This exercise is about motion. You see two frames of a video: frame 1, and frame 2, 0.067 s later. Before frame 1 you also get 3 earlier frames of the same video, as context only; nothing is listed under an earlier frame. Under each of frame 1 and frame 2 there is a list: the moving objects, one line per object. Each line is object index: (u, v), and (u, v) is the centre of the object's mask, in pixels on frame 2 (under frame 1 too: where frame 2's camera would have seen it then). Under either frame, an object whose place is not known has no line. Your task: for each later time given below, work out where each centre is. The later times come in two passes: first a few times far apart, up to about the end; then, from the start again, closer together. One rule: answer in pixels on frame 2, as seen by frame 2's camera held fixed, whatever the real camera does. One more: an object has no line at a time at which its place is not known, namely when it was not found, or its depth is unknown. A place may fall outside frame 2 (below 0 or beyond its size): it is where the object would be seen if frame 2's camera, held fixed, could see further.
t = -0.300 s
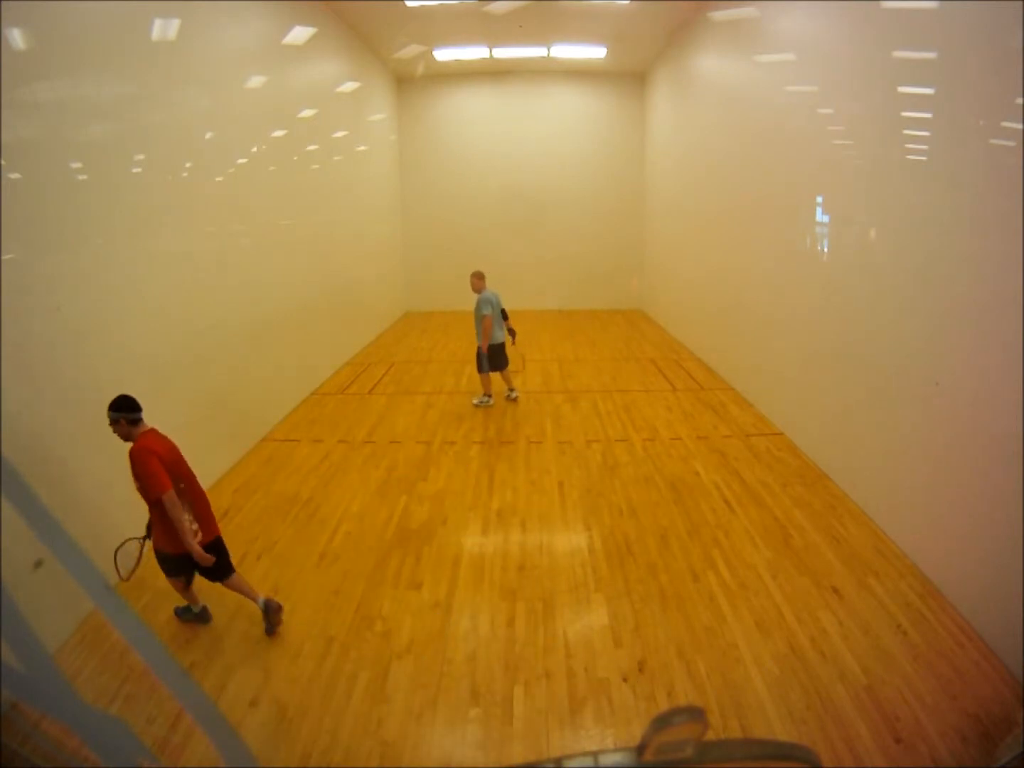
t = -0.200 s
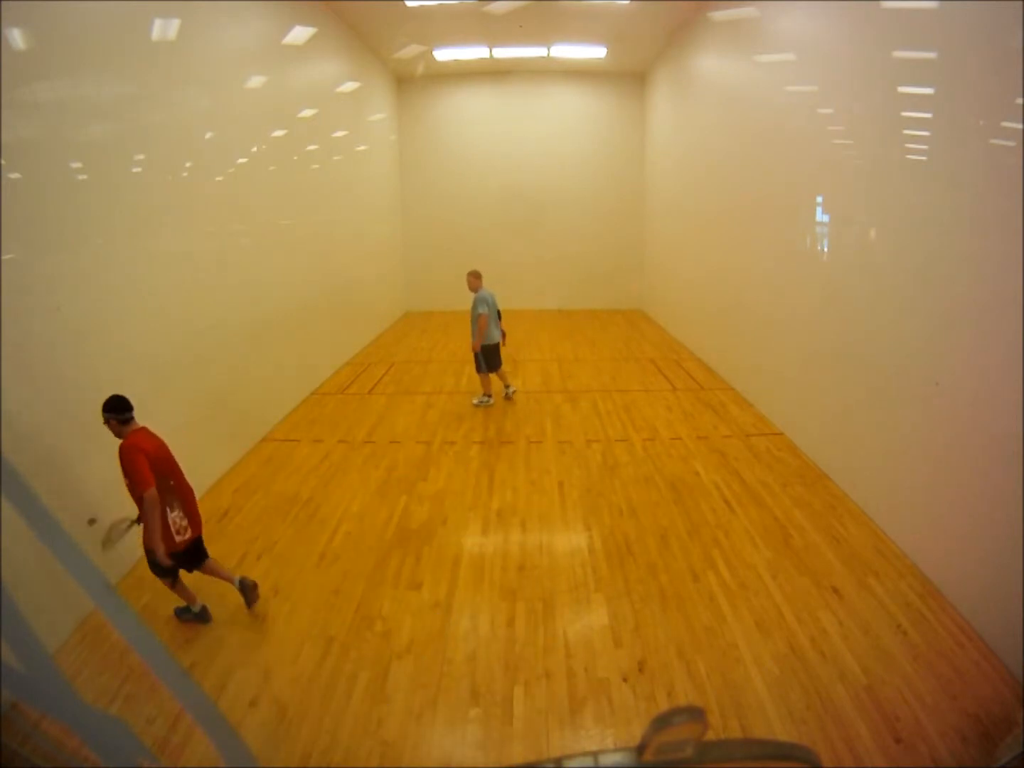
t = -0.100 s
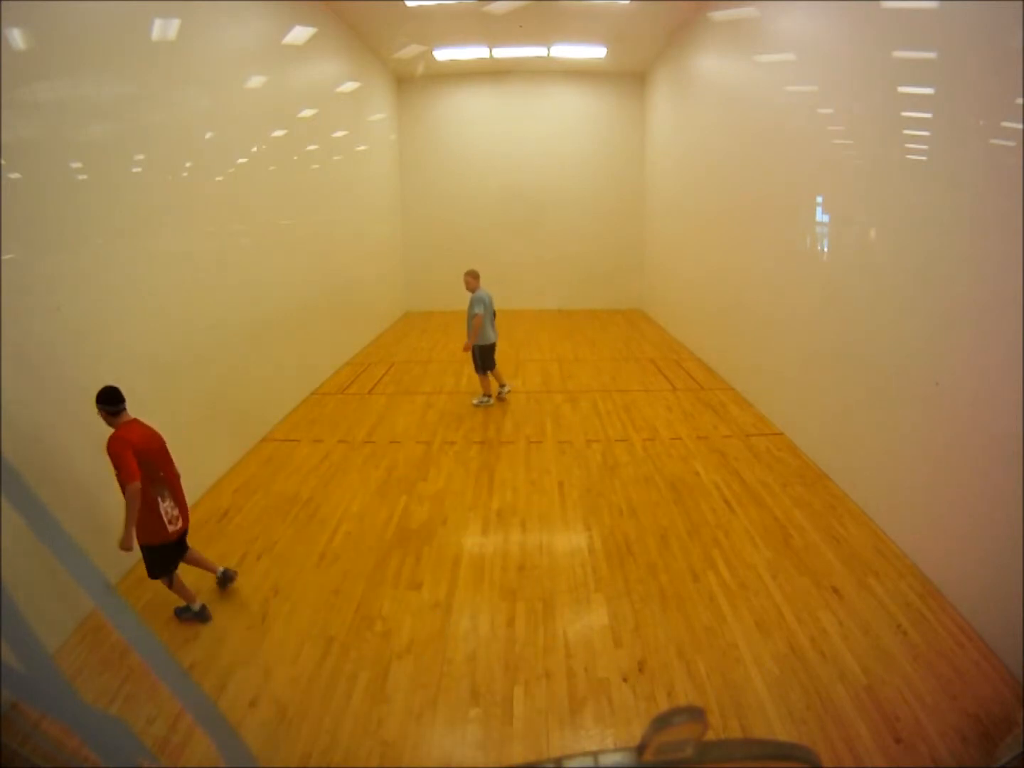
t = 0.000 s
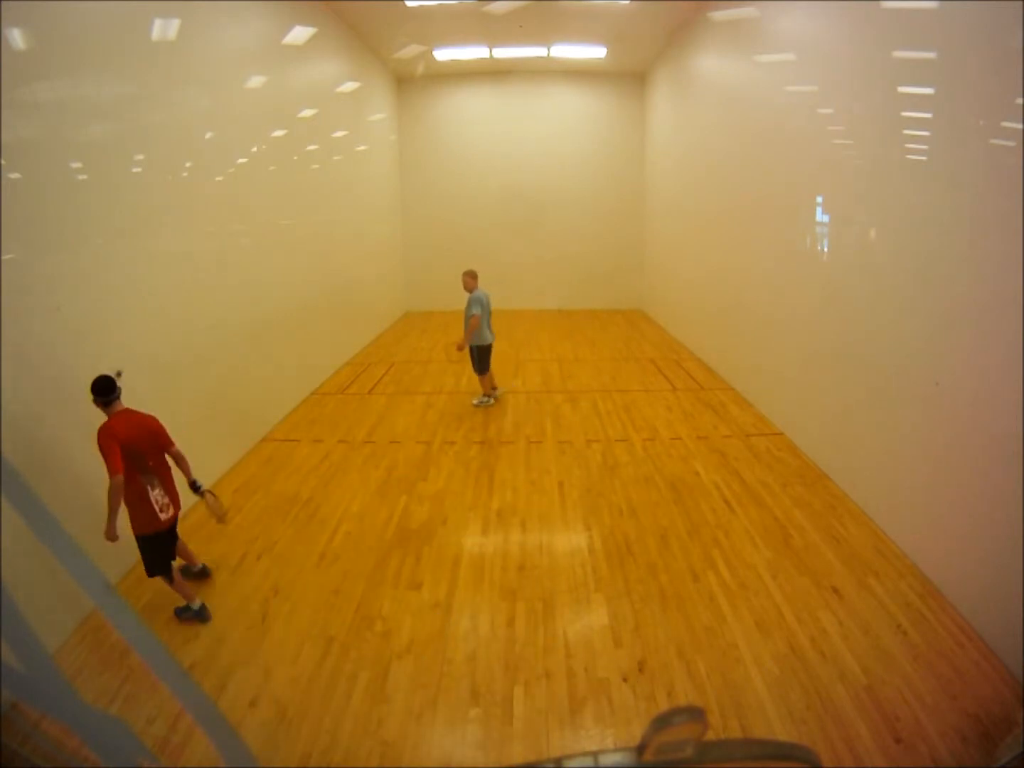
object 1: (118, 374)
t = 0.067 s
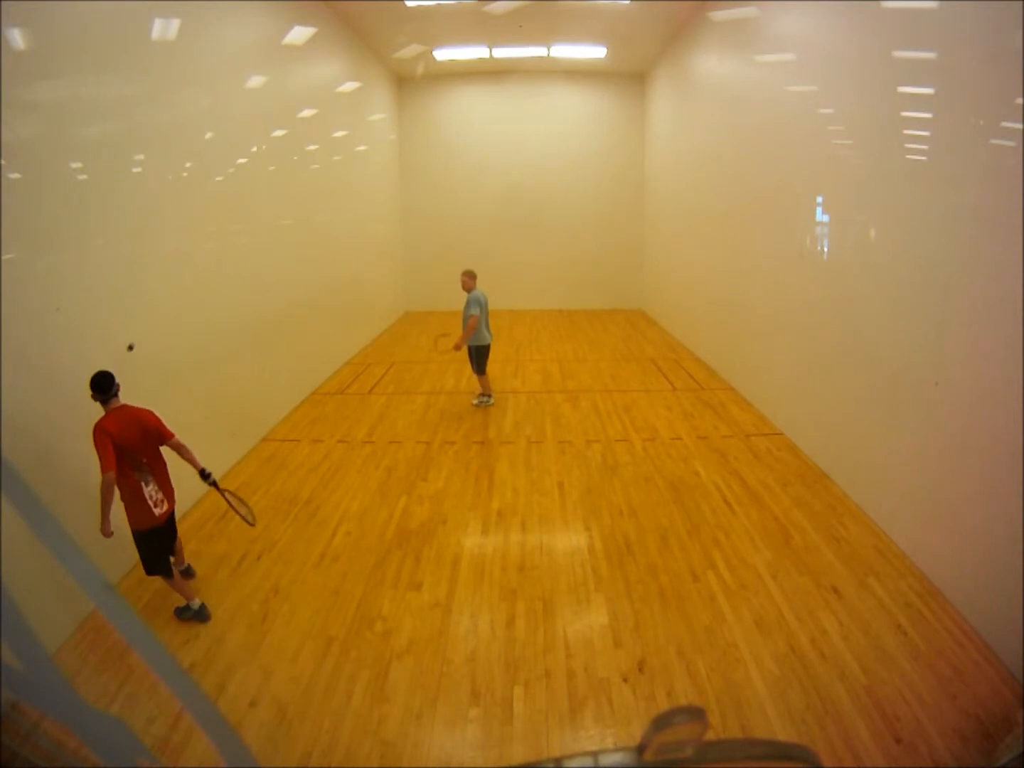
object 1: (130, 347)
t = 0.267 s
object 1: (172, 302)
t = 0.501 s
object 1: (225, 311)
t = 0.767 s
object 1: (286, 382)
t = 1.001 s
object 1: (314, 404)
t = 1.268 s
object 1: (307, 332)
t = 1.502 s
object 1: (308, 318)
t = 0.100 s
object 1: (137, 335)
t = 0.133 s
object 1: (143, 326)
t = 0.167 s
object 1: (150, 318)
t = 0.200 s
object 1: (157, 311)
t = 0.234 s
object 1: (165, 306)
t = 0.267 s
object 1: (172, 302)
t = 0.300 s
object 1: (179, 300)
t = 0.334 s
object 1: (187, 299)
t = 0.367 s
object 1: (195, 299)
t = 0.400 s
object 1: (202, 300)
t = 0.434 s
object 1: (210, 303)
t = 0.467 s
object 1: (217, 307)
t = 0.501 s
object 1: (225, 311)
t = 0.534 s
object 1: (233, 317)
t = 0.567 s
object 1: (240, 324)
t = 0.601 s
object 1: (248, 332)
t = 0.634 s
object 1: (256, 341)
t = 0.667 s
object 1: (263, 350)
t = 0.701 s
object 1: (271, 360)
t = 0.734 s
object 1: (278, 371)
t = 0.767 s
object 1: (286, 382)
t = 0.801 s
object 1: (294, 395)
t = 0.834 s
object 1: (300, 407)
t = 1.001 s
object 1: (314, 404)
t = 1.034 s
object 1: (312, 392)
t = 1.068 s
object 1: (311, 380)
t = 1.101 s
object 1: (310, 369)
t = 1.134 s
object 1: (309, 360)
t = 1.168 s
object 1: (308, 351)
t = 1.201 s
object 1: (308, 344)
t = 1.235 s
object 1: (307, 337)
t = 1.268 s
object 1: (307, 332)
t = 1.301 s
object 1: (306, 327)
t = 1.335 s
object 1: (307, 323)
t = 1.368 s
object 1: (306, 320)
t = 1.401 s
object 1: (307, 318)
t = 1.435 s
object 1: (307, 318)
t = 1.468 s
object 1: (307, 317)
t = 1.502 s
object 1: (308, 318)
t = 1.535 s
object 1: (308, 320)
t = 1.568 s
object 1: (309, 322)
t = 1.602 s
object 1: (310, 325)
